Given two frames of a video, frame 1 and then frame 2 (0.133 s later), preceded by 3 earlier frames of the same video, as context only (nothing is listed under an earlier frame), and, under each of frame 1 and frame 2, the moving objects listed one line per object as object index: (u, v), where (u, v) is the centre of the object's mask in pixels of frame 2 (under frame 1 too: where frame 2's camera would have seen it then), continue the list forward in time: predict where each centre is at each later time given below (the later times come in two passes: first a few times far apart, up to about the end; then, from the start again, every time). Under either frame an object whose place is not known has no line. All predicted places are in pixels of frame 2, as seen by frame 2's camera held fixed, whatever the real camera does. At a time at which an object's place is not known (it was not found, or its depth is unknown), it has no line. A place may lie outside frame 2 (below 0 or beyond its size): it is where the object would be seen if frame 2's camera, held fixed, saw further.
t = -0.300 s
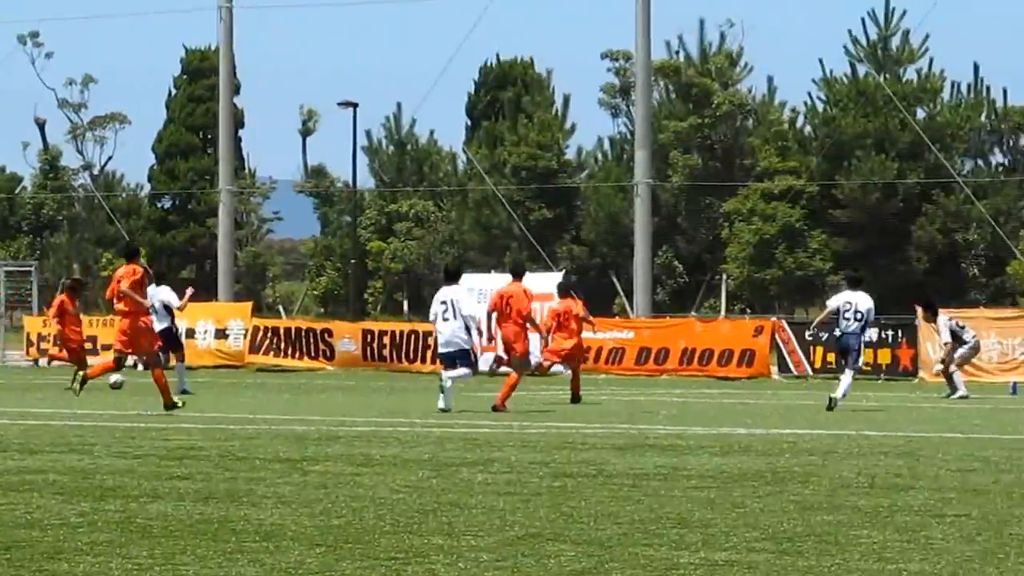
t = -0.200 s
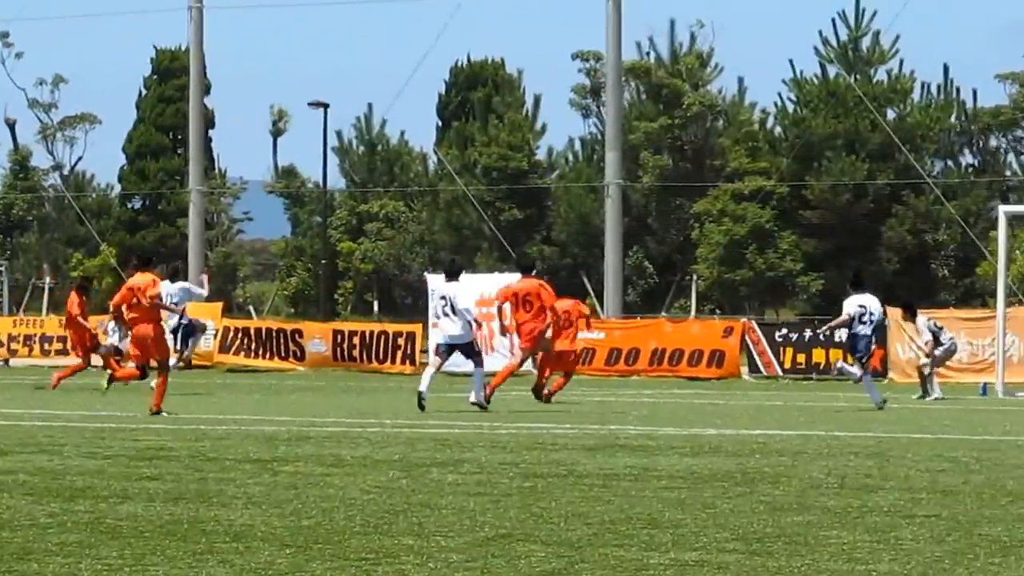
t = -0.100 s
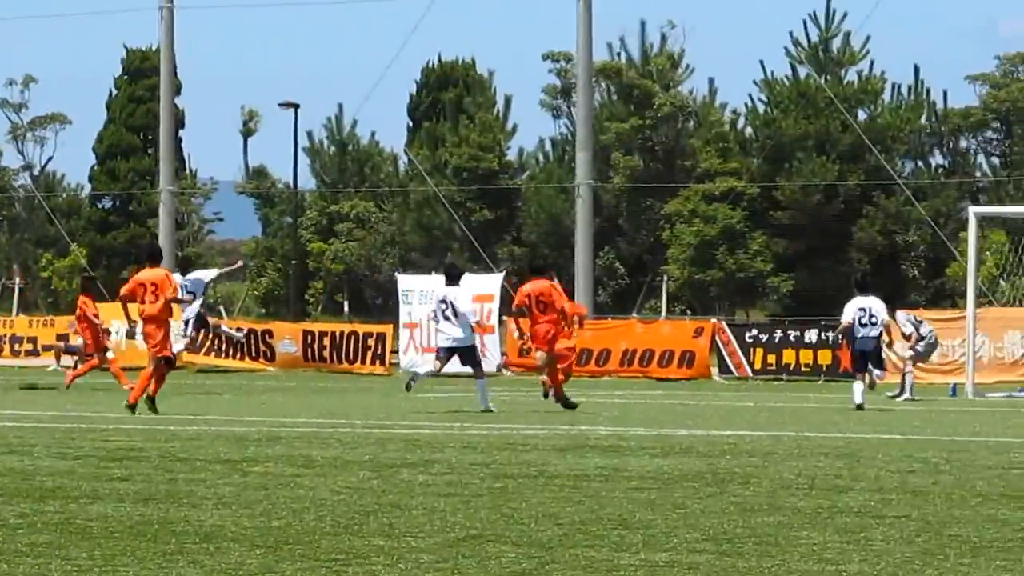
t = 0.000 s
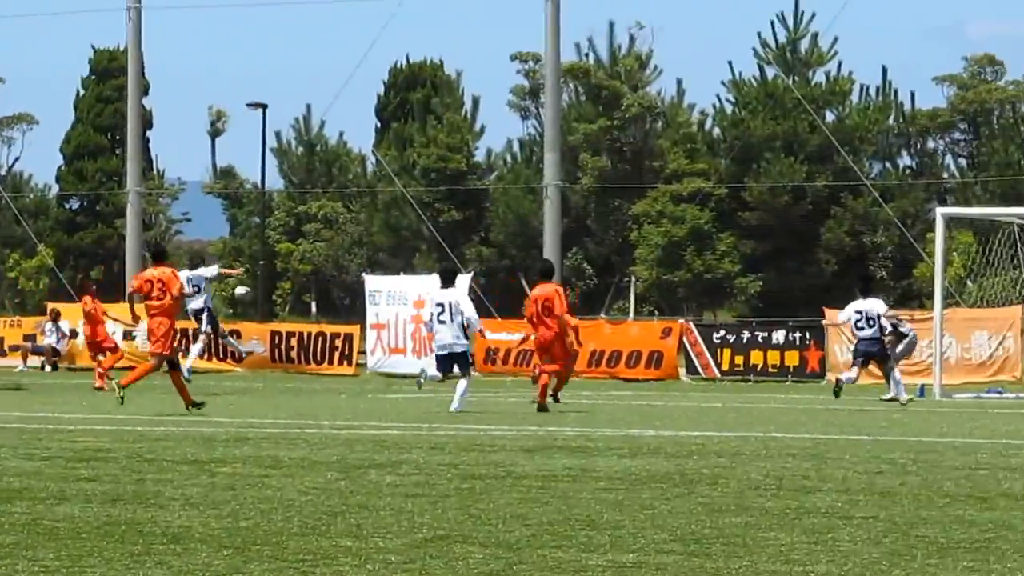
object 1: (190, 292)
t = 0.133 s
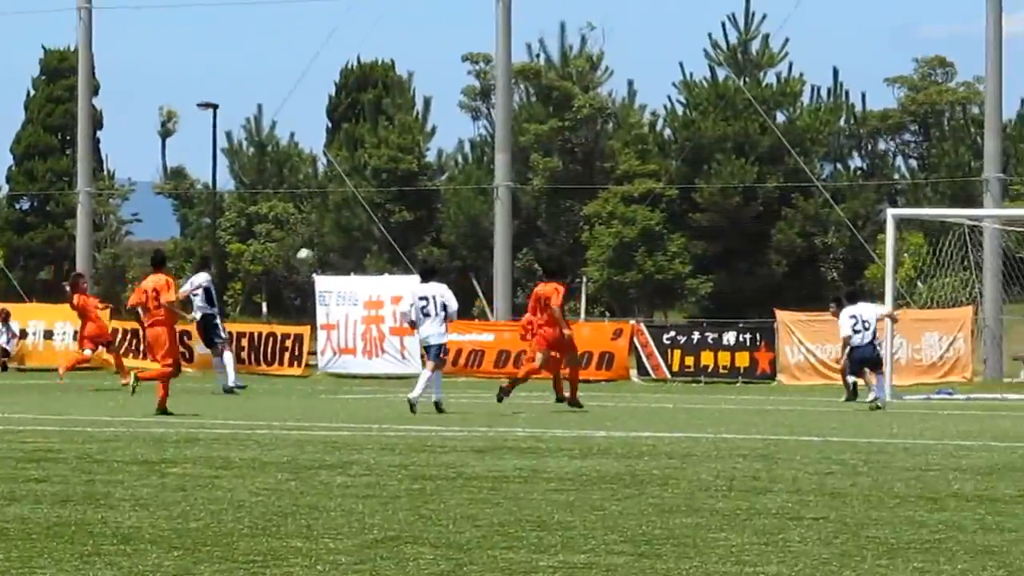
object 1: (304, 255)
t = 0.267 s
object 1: (414, 229)
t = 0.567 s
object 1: (655, 210)
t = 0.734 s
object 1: (786, 227)
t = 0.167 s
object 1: (332, 246)
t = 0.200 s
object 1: (359, 240)
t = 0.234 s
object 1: (387, 235)
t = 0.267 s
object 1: (414, 229)
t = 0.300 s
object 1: (441, 223)
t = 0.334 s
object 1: (468, 220)
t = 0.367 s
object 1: (495, 218)
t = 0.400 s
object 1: (522, 214)
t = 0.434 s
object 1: (549, 213)
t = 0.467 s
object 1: (575, 211)
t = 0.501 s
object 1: (602, 210)
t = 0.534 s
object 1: (627, 210)
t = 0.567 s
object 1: (655, 210)
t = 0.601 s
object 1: (681, 212)
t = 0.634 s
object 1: (707, 217)
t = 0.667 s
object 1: (734, 220)
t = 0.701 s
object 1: (759, 223)
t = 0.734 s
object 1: (786, 227)
